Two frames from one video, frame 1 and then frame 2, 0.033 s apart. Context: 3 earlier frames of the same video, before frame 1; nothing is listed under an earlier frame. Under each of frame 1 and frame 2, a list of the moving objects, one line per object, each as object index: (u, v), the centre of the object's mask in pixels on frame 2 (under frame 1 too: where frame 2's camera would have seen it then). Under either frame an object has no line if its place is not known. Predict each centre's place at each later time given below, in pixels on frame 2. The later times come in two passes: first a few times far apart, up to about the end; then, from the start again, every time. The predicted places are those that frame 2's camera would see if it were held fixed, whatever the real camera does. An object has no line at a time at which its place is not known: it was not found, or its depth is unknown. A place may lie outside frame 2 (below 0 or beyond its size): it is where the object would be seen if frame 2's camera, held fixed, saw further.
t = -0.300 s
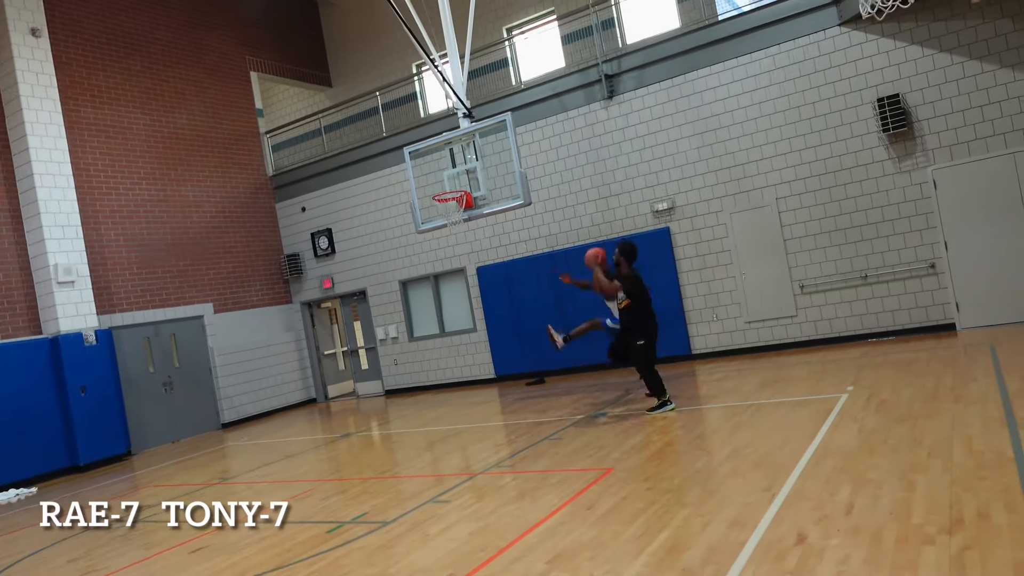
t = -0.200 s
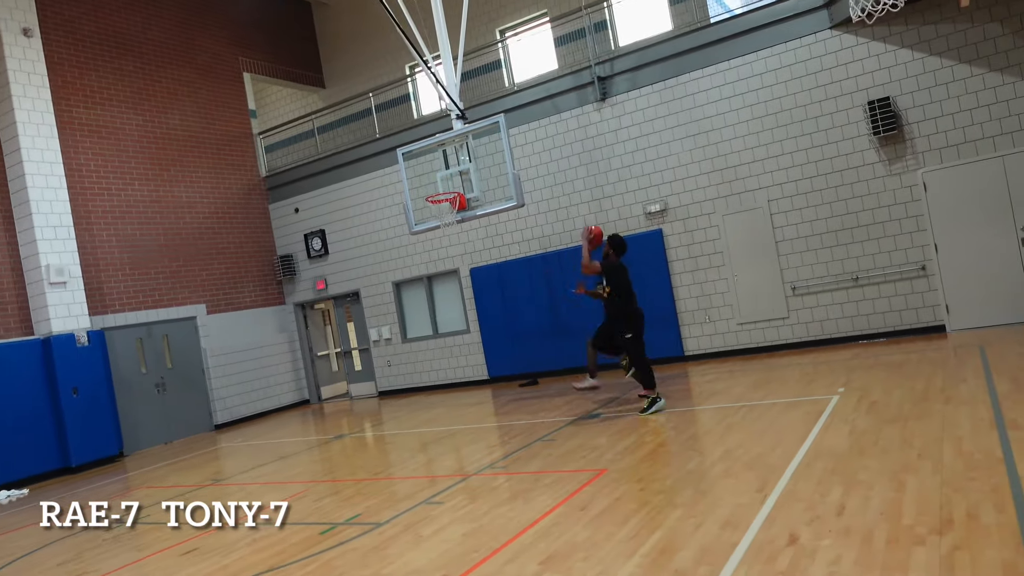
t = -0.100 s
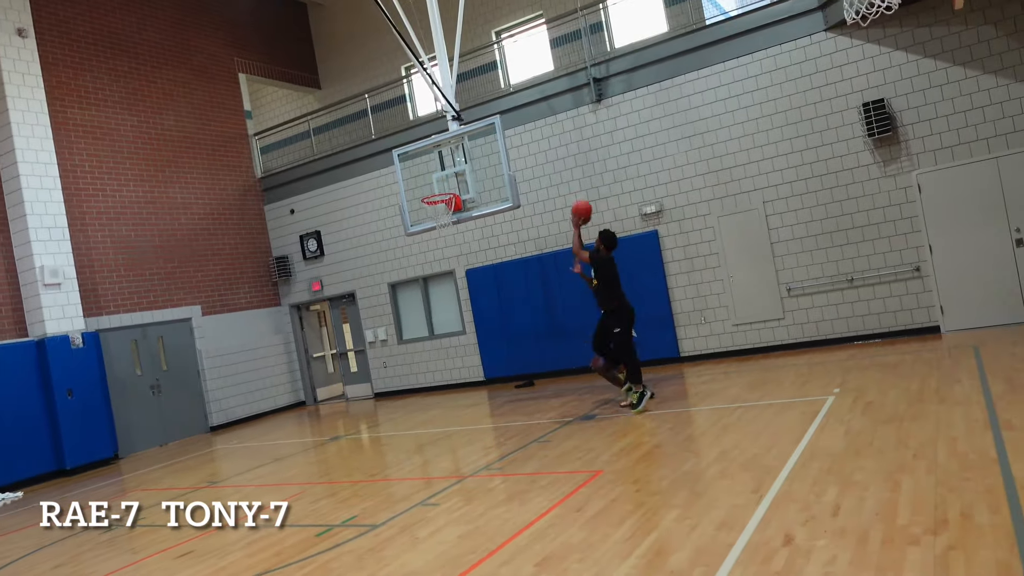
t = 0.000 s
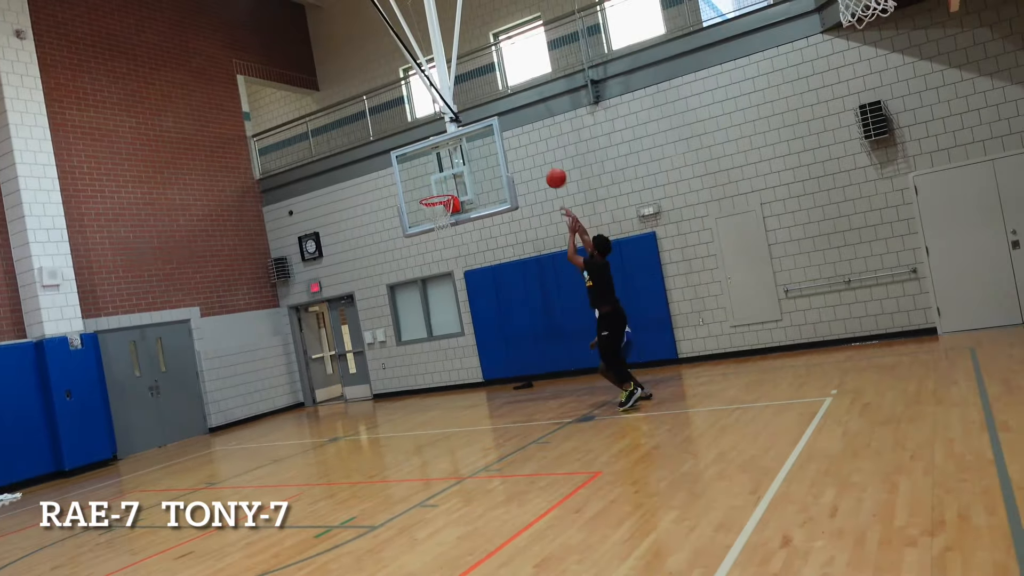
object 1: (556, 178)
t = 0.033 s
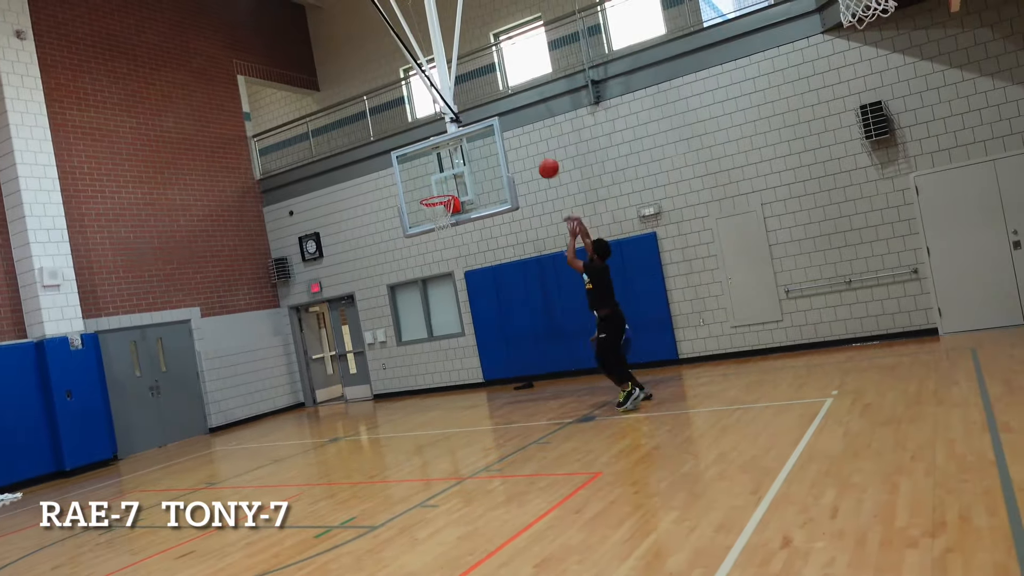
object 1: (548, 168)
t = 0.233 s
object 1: (506, 133)
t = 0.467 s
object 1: (470, 131)
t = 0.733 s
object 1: (439, 177)
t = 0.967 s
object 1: (452, 222)
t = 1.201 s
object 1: (457, 237)
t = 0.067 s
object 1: (541, 160)
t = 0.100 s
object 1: (533, 152)
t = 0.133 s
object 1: (525, 146)
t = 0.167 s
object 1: (516, 140)
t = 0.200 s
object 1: (510, 136)
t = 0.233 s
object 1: (506, 133)
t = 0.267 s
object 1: (501, 130)
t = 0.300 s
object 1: (495, 127)
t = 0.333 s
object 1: (489, 126)
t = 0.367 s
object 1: (484, 126)
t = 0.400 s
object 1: (479, 127)
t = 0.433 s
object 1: (474, 128)
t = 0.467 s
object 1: (470, 131)
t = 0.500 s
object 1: (465, 134)
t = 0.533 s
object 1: (461, 138)
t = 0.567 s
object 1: (457, 142)
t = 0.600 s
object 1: (453, 148)
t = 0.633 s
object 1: (449, 154)
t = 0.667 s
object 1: (446, 161)
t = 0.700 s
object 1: (442, 168)
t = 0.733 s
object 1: (439, 177)
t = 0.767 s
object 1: (436, 186)
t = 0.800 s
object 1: (434, 194)
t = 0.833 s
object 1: (433, 204)
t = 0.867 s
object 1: (438, 209)
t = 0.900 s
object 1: (443, 214)
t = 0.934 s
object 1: (449, 219)
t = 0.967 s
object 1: (452, 222)
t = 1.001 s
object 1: (454, 222)
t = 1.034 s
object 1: (454, 223)
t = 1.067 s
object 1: (454, 225)
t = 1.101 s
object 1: (455, 227)
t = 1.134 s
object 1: (455, 230)
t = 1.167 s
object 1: (456, 233)
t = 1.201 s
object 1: (457, 237)
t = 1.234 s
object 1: (457, 242)
